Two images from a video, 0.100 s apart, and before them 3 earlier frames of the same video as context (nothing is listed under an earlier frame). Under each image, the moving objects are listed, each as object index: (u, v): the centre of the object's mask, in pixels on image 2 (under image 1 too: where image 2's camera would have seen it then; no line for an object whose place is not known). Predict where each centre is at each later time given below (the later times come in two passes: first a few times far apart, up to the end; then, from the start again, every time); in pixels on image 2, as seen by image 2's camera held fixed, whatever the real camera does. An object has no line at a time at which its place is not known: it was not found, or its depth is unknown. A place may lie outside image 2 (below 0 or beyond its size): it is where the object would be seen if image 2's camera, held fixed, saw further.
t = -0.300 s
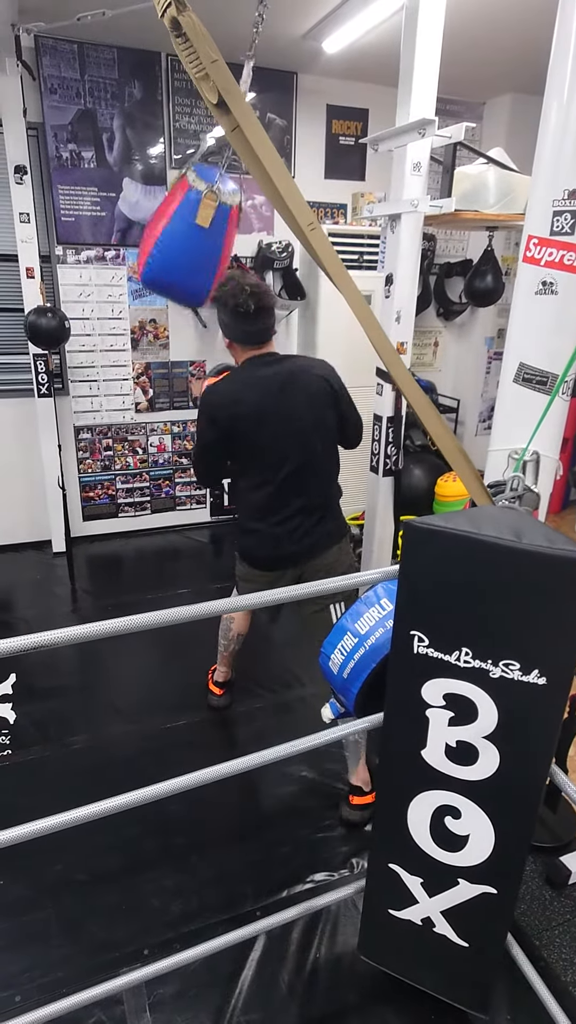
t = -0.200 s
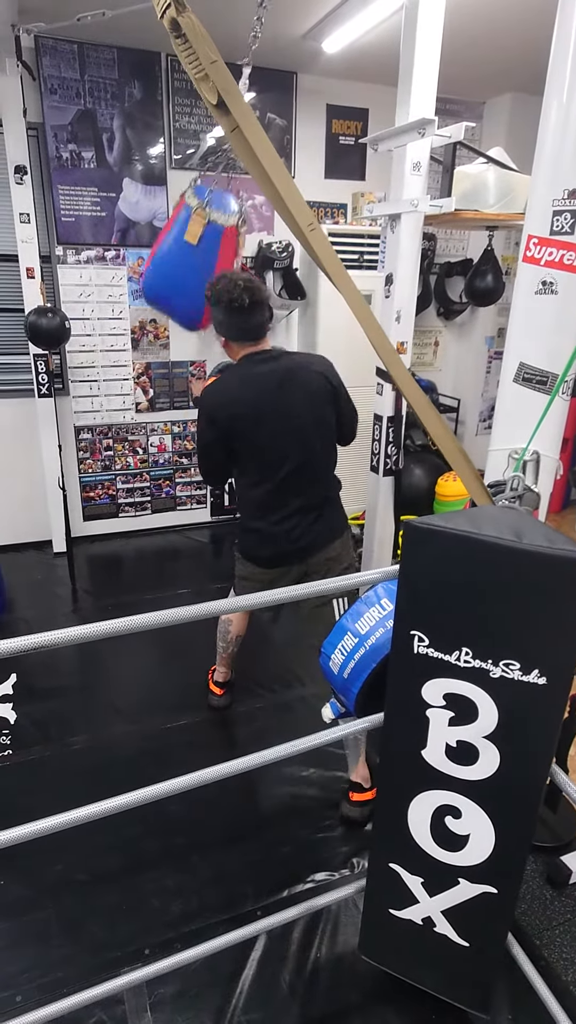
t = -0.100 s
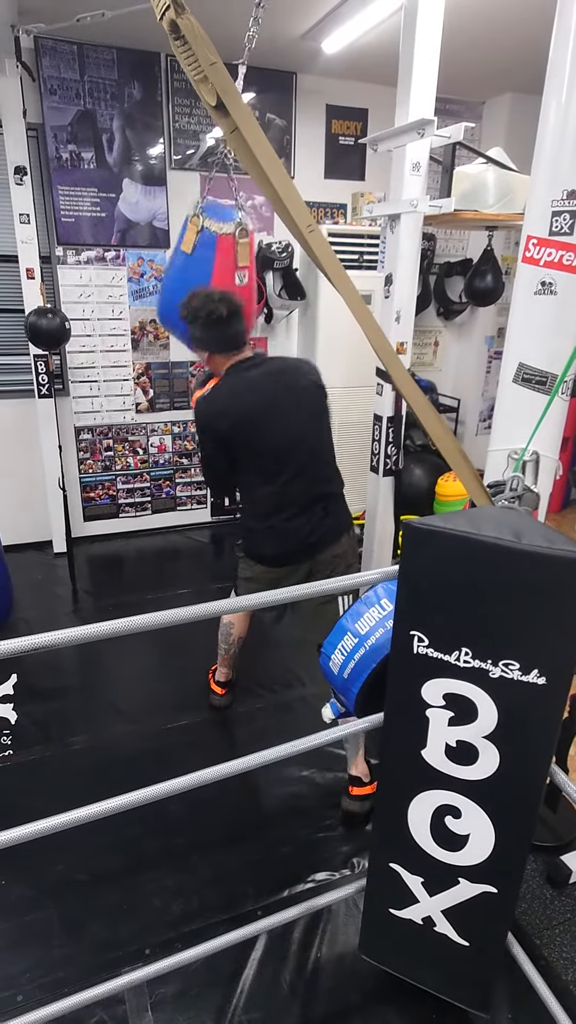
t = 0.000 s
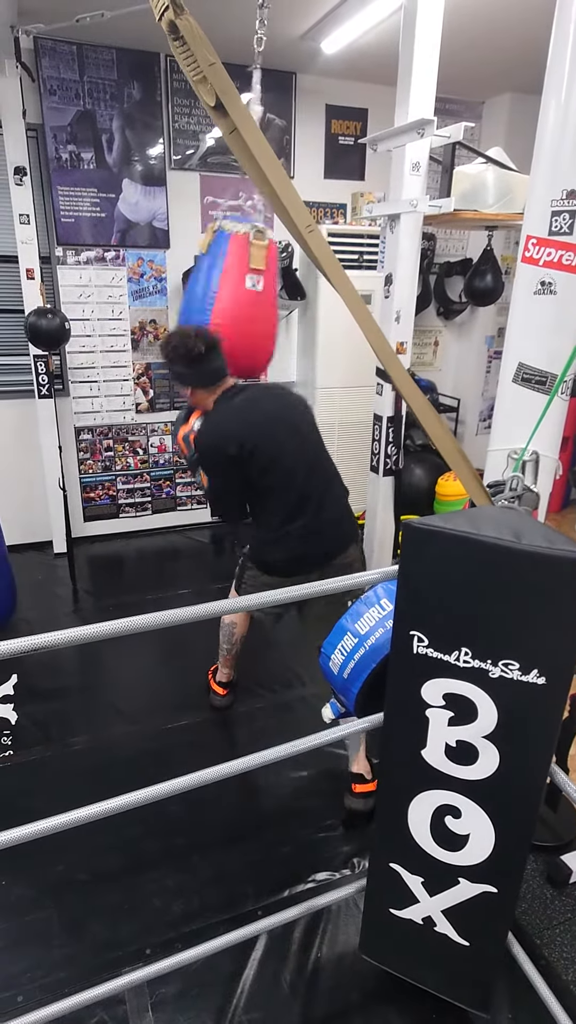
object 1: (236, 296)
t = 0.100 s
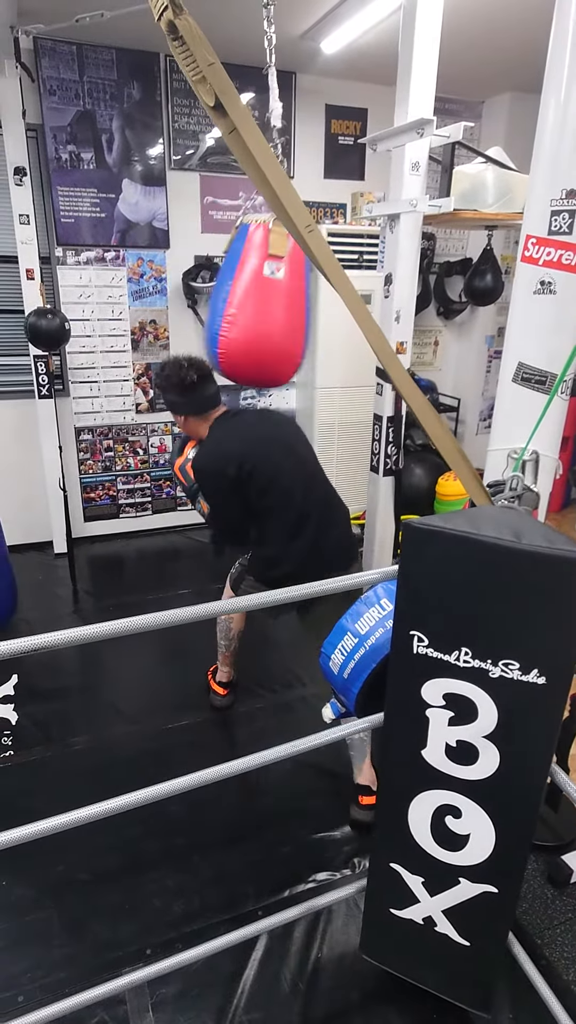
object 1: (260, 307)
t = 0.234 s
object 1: (296, 307)
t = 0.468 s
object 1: (387, 220)
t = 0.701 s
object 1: (399, 222)
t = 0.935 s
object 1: (337, 297)
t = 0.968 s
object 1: (323, 309)
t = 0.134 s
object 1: (269, 311)
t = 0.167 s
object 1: (278, 309)
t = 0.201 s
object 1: (288, 308)
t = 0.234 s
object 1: (296, 307)
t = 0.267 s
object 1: (316, 284)
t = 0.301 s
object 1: (327, 281)
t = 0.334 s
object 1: (347, 265)
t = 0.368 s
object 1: (360, 252)
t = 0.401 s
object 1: (376, 231)
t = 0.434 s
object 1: (382, 226)
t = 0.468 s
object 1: (387, 220)
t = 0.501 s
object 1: (392, 216)
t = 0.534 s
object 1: (397, 213)
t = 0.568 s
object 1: (400, 211)
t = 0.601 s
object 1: (402, 212)
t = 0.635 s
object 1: (403, 214)
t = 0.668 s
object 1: (401, 217)
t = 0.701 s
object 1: (399, 222)
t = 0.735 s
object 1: (395, 228)
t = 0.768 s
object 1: (391, 235)
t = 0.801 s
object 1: (388, 244)
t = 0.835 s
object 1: (384, 252)
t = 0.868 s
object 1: (365, 275)
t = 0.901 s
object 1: (354, 286)
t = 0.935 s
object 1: (337, 297)
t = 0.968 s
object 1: (323, 309)
